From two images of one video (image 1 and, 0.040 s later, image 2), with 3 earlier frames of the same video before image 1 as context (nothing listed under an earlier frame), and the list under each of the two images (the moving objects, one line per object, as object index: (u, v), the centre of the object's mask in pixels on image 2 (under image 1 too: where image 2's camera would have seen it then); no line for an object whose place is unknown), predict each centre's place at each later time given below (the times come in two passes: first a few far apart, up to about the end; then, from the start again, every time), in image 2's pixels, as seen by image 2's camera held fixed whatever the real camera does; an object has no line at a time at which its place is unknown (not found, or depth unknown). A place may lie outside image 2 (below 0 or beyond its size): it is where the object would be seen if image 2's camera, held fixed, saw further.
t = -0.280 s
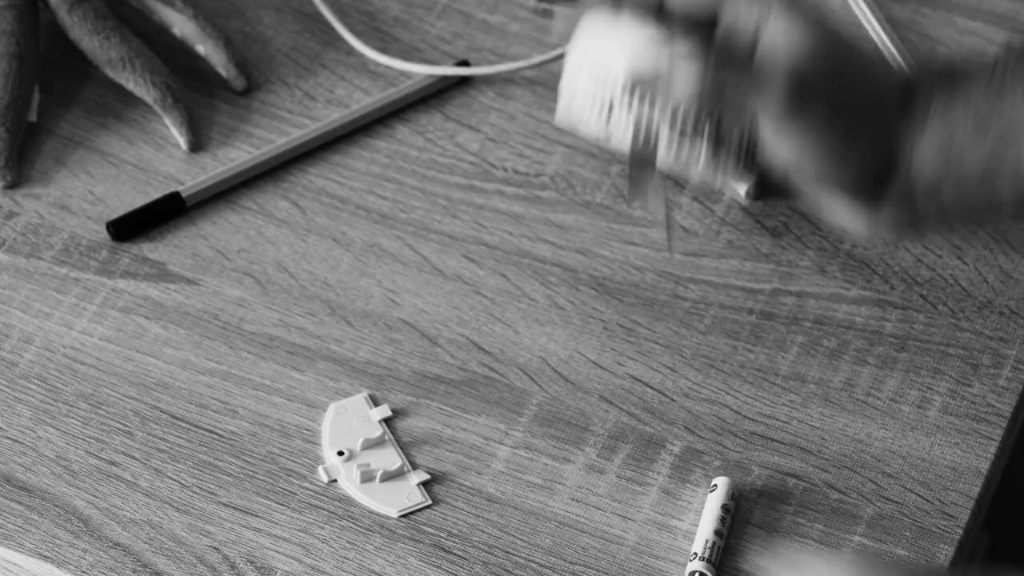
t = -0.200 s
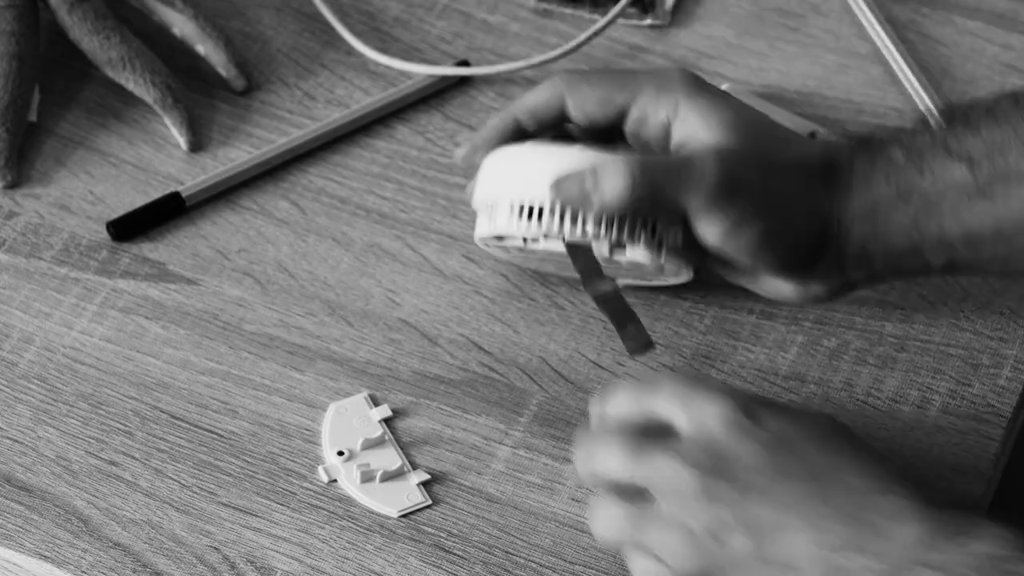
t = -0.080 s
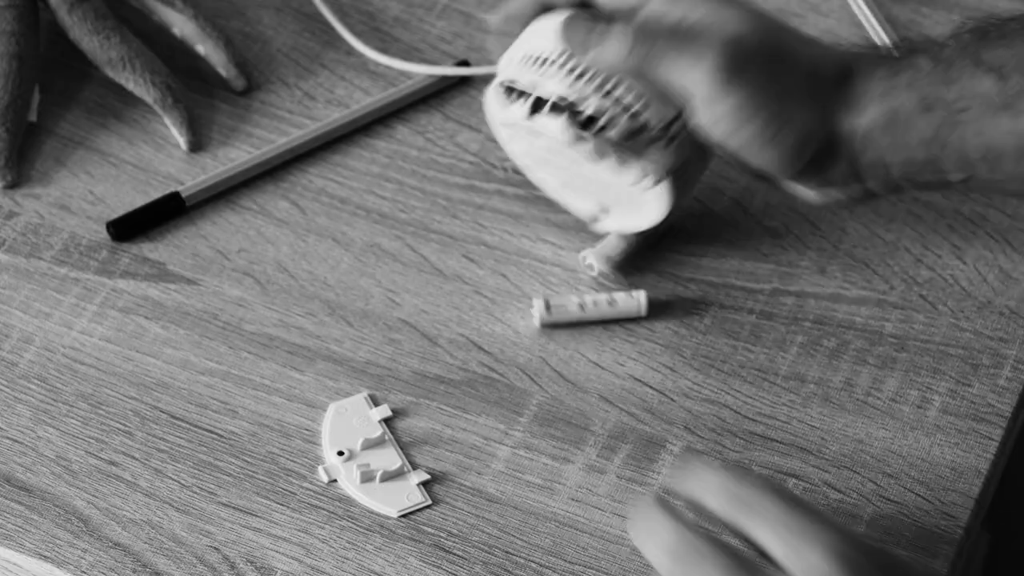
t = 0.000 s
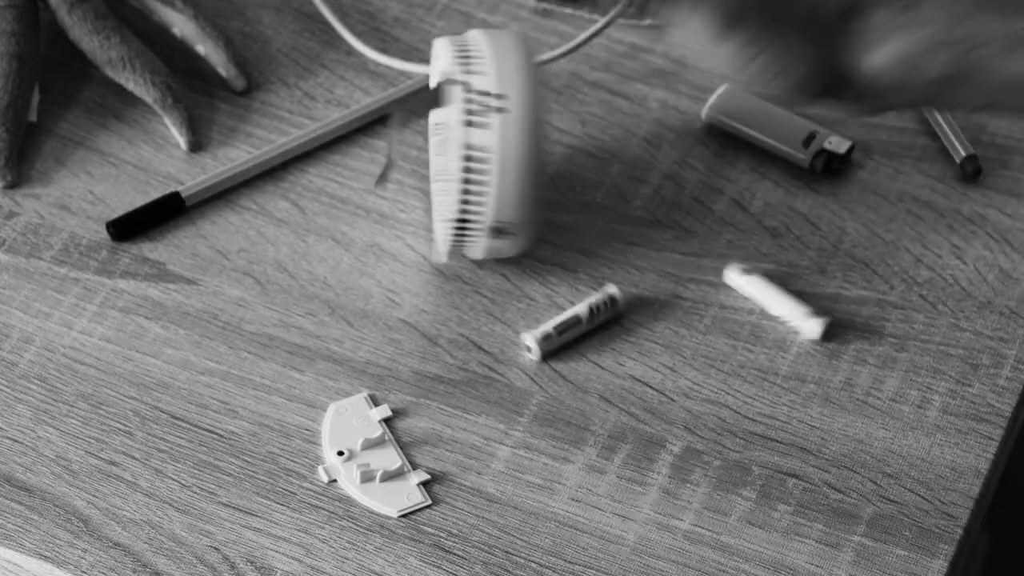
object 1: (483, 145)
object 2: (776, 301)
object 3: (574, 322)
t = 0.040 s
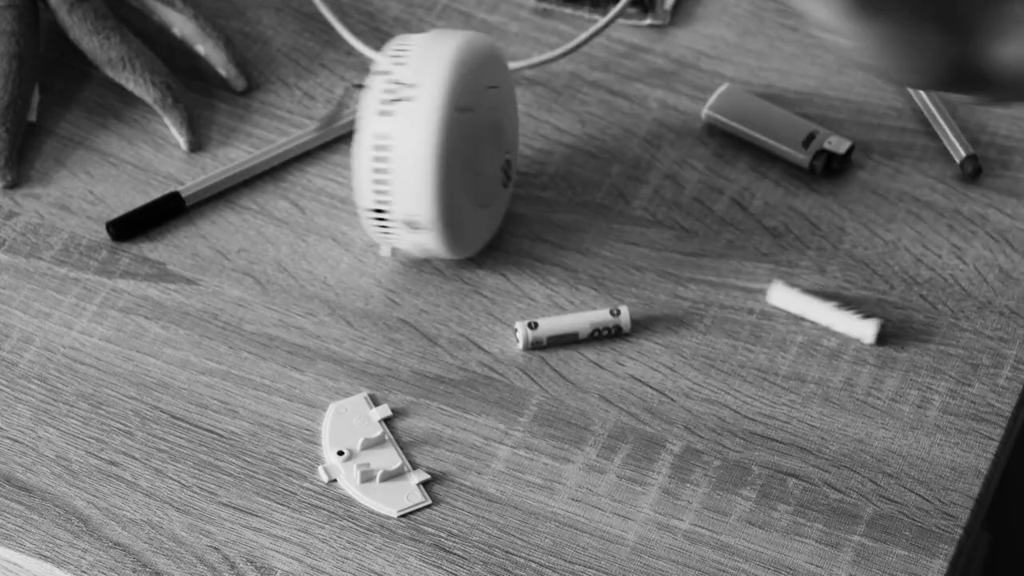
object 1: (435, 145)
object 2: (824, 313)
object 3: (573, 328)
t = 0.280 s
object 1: (339, 249)
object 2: (884, 252)
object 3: (582, 358)
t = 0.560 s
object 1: (108, 264)
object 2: (924, 172)
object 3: (584, 361)
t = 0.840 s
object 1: (92, 344)
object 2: (932, 161)
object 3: (583, 361)
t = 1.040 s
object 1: (86, 335)
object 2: (932, 161)
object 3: (583, 362)
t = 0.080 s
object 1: (409, 144)
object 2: (852, 309)
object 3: (575, 334)
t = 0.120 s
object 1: (394, 151)
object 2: (859, 298)
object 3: (576, 341)
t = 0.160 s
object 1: (383, 164)
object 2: (866, 287)
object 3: (579, 347)
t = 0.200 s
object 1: (379, 180)
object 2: (871, 276)
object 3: (580, 351)
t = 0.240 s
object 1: (367, 204)
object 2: (877, 264)
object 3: (582, 355)
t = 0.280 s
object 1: (339, 249)
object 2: (884, 252)
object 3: (582, 358)
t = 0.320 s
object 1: (303, 283)
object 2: (890, 241)
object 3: (583, 360)
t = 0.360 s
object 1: (269, 280)
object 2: (896, 229)
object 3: (583, 361)
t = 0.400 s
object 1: (231, 297)
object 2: (902, 218)
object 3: (584, 361)
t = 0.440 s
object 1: (201, 286)
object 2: (908, 207)
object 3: (584, 362)
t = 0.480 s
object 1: (164, 269)
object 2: (913, 195)
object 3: (584, 361)
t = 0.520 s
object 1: (137, 276)
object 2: (919, 184)
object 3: (583, 361)
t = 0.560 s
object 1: (108, 264)
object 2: (924, 172)
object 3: (584, 361)
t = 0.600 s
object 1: (92, 284)
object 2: (930, 163)
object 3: (583, 361)
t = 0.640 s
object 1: (79, 298)
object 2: (933, 161)
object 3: (583, 361)
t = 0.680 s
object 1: (68, 302)
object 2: (933, 161)
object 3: (583, 362)
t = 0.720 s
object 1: (69, 330)
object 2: (932, 161)
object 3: (583, 361)
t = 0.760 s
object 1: (76, 350)
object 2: (932, 161)
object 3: (583, 361)
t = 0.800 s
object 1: (85, 350)
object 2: (932, 161)
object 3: (583, 361)
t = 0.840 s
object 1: (92, 344)
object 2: (932, 161)
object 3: (583, 361)
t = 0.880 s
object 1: (94, 334)
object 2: (932, 161)
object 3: (583, 362)
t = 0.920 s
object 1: (89, 328)
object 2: (932, 161)
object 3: (583, 362)
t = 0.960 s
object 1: (85, 330)
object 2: (932, 161)
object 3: (583, 362)
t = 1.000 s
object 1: (84, 334)
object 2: (932, 161)
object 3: (583, 362)
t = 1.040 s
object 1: (86, 335)
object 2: (932, 161)
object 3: (583, 362)
